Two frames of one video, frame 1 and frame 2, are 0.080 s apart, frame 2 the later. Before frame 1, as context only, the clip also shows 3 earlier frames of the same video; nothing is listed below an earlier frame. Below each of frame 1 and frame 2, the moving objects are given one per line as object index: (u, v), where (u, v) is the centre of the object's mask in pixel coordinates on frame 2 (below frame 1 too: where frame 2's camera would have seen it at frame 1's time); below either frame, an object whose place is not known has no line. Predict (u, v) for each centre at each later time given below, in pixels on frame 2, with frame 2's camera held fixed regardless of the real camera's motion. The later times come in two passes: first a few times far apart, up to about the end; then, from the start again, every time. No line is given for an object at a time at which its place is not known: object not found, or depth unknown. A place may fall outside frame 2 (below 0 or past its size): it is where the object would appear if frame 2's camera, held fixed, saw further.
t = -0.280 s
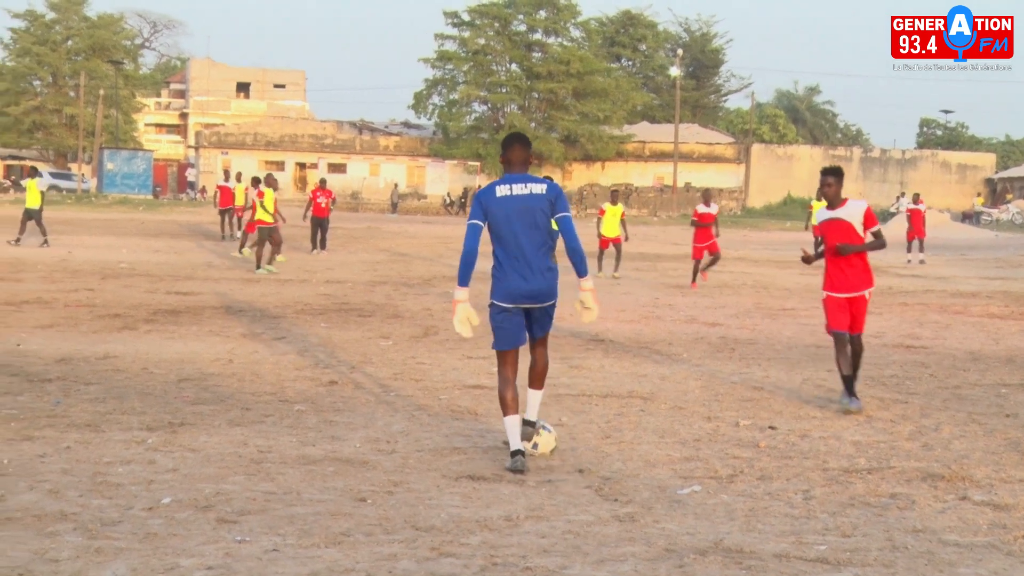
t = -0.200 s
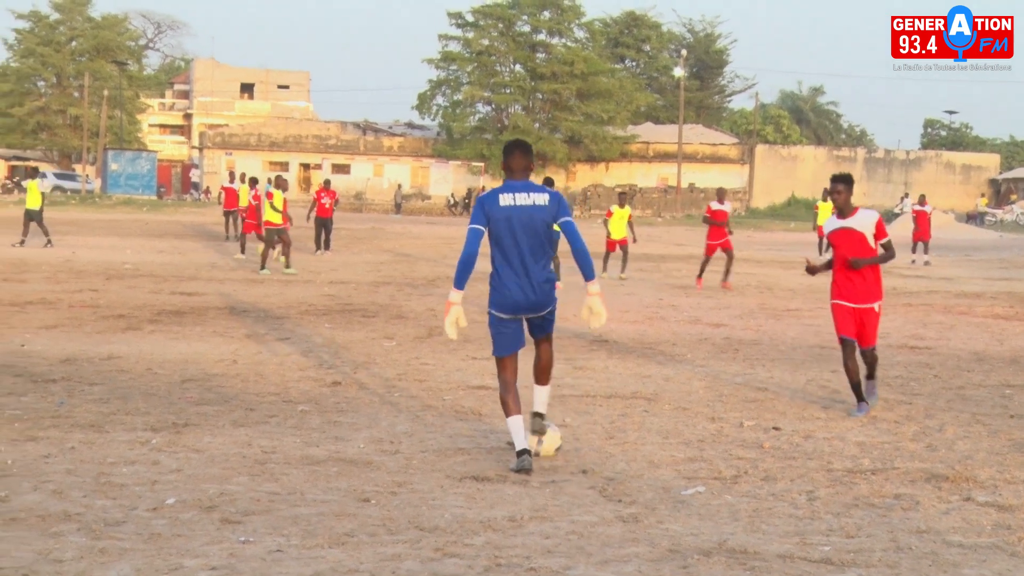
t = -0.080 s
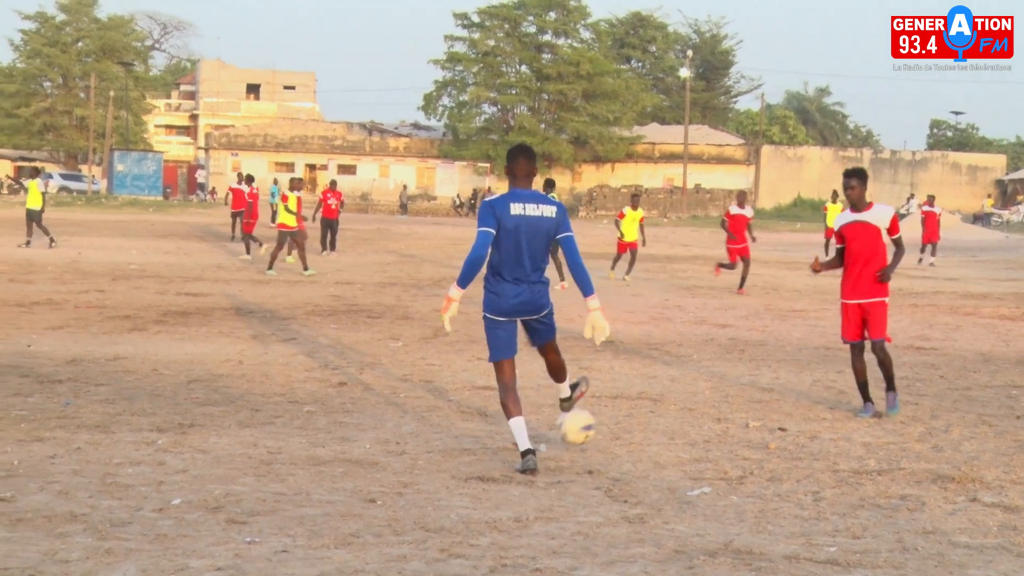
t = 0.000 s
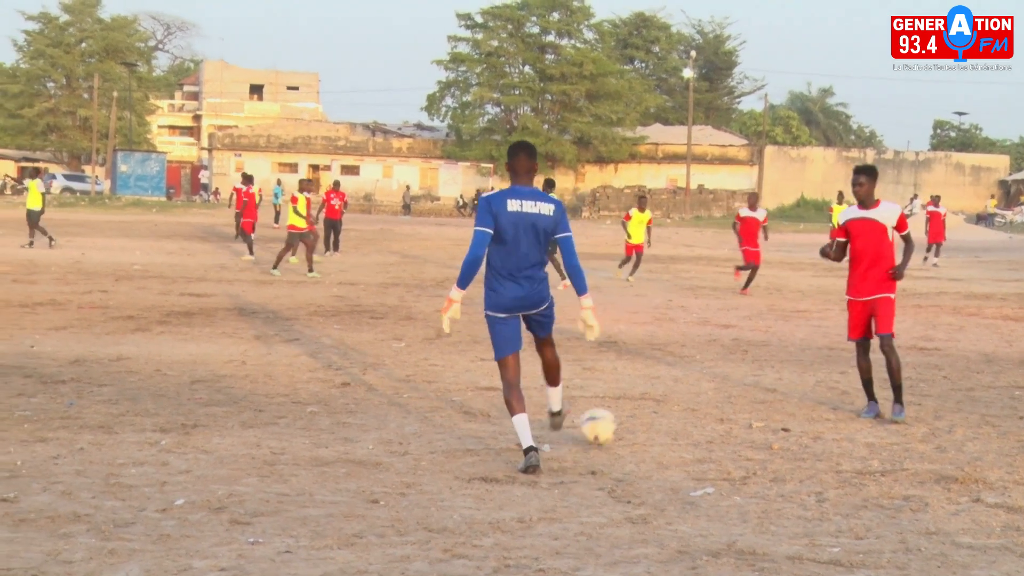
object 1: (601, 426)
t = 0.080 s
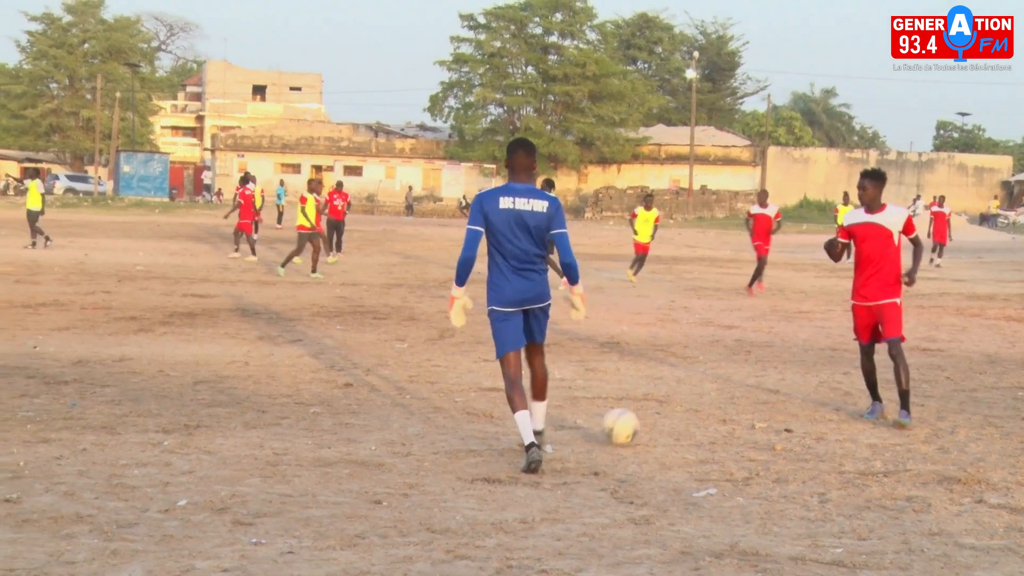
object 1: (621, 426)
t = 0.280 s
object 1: (665, 420)
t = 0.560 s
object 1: (721, 415)
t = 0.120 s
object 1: (629, 422)
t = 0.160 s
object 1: (638, 421)
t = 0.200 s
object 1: (647, 423)
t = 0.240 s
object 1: (656, 425)
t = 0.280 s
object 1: (665, 420)
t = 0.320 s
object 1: (674, 418)
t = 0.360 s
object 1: (681, 419)
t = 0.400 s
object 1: (690, 420)
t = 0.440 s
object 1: (697, 417)
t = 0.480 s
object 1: (705, 417)
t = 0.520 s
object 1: (713, 417)
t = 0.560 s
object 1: (721, 415)
